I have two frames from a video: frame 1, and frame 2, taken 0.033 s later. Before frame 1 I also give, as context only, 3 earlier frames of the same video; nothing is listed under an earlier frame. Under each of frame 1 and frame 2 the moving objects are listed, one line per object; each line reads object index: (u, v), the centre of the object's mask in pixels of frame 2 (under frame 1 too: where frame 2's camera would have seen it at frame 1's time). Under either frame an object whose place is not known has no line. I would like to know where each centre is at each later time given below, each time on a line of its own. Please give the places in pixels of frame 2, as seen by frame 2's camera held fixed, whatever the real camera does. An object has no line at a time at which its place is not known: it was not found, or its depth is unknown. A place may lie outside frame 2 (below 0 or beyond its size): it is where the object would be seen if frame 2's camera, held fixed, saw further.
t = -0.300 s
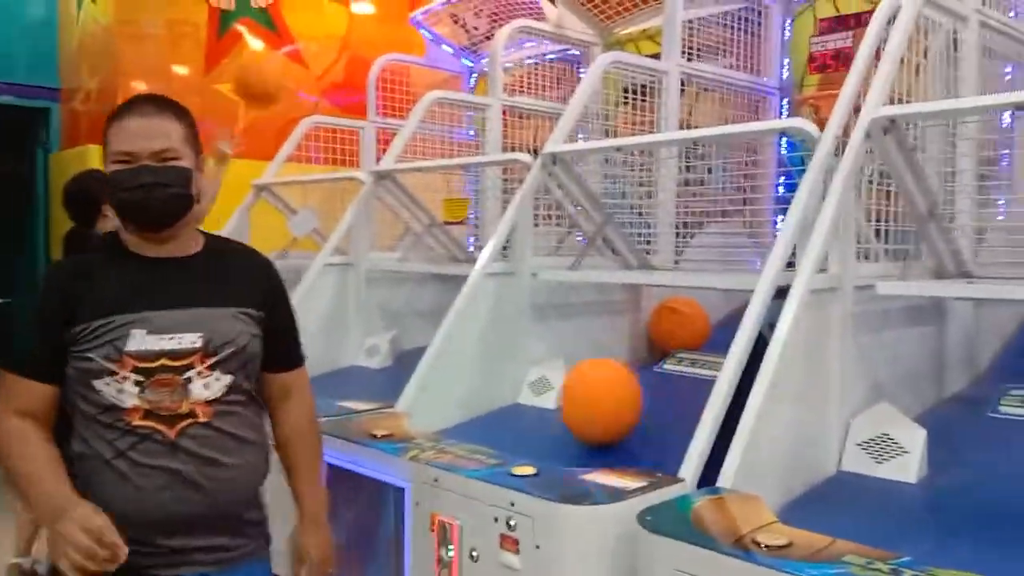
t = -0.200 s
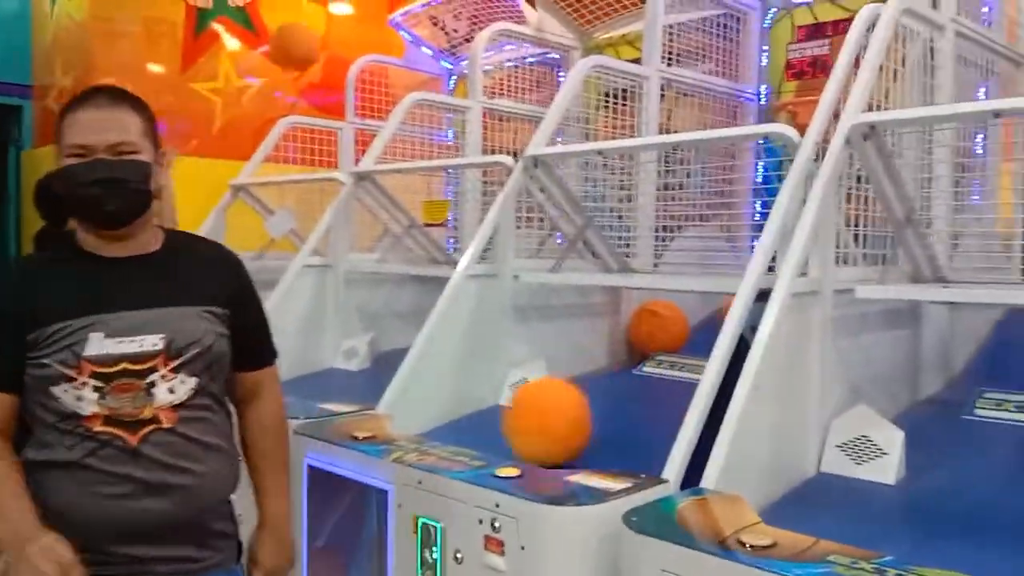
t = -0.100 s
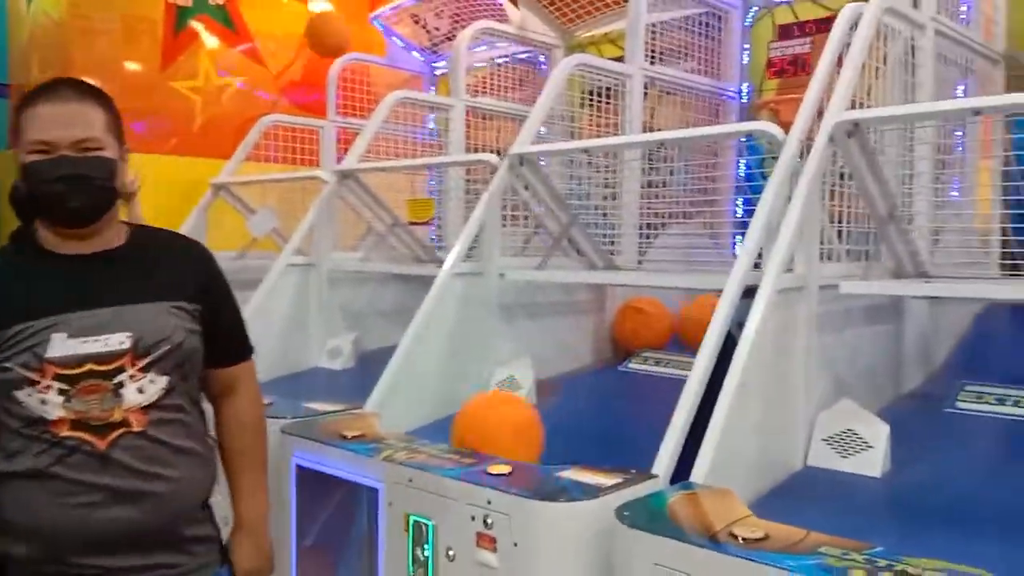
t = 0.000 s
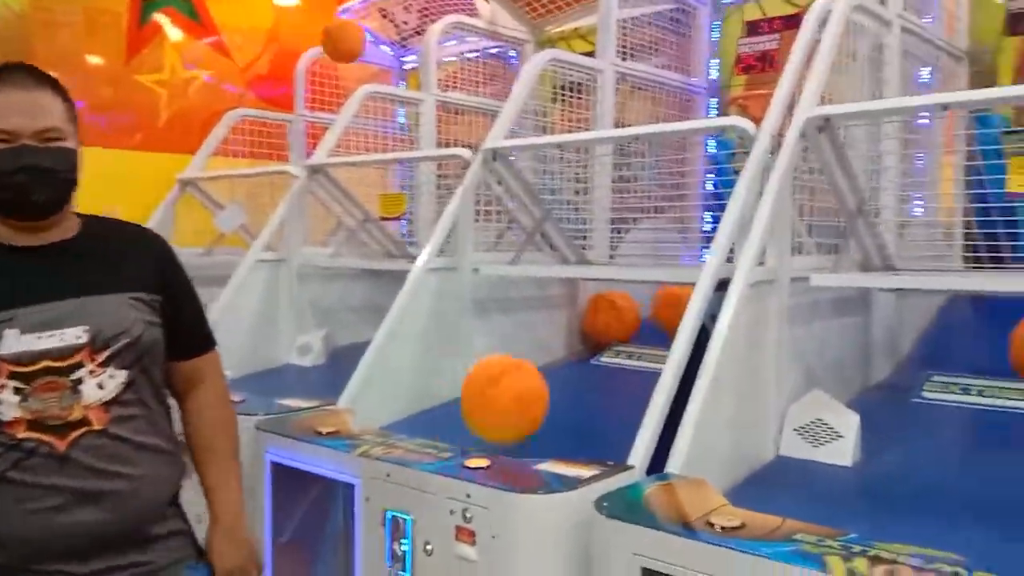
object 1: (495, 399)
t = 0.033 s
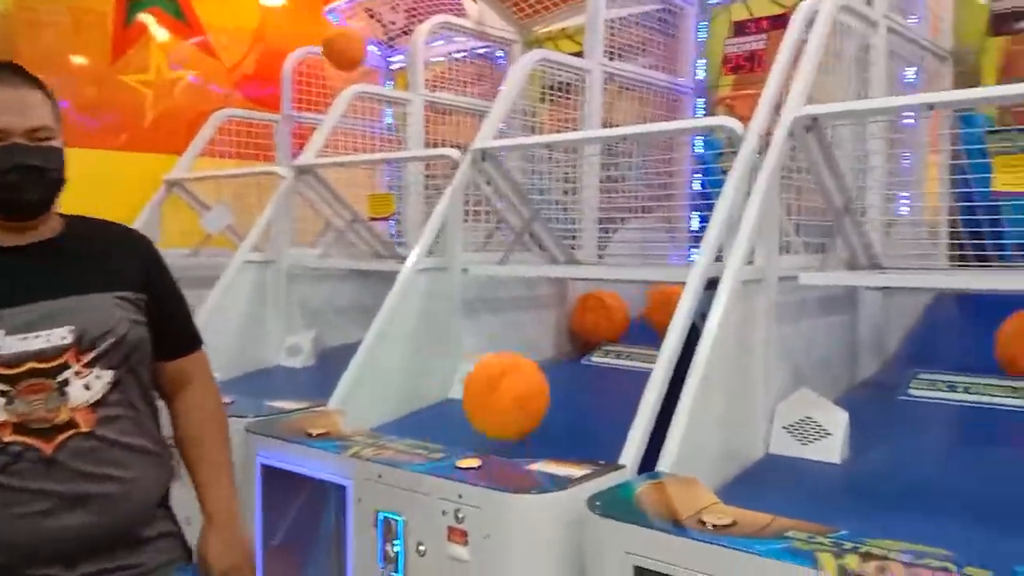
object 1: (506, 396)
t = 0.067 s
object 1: (516, 398)
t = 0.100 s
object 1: (527, 404)
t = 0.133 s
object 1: (531, 403)
